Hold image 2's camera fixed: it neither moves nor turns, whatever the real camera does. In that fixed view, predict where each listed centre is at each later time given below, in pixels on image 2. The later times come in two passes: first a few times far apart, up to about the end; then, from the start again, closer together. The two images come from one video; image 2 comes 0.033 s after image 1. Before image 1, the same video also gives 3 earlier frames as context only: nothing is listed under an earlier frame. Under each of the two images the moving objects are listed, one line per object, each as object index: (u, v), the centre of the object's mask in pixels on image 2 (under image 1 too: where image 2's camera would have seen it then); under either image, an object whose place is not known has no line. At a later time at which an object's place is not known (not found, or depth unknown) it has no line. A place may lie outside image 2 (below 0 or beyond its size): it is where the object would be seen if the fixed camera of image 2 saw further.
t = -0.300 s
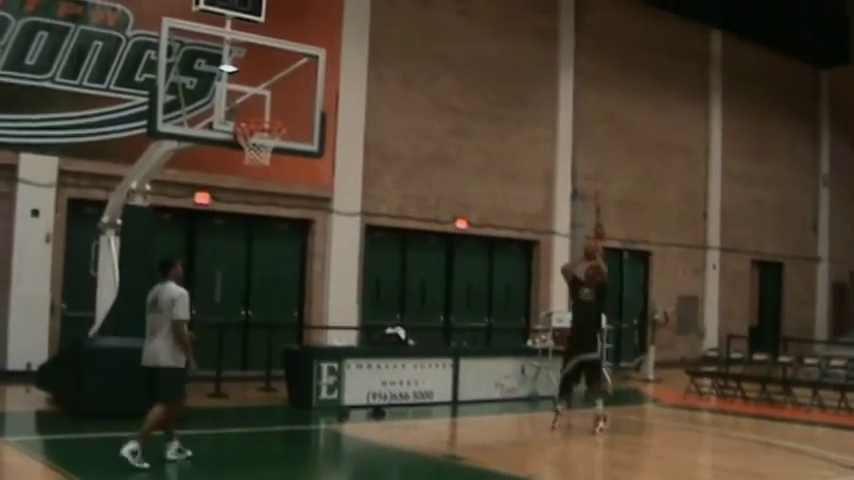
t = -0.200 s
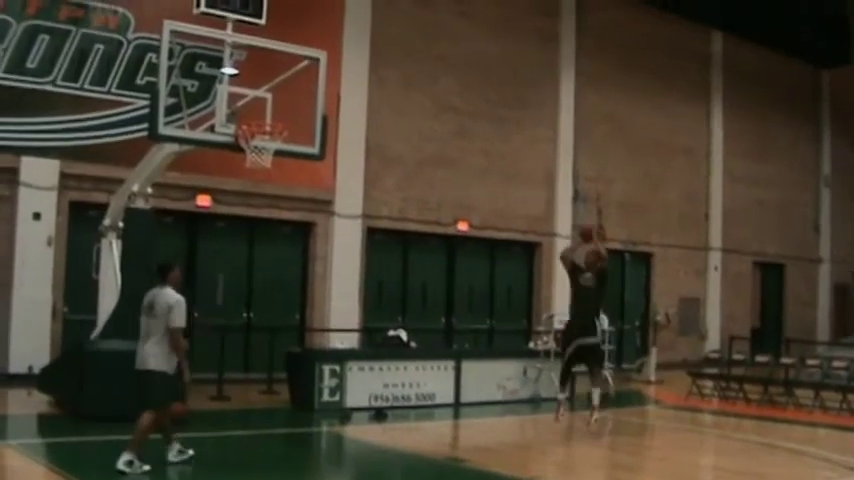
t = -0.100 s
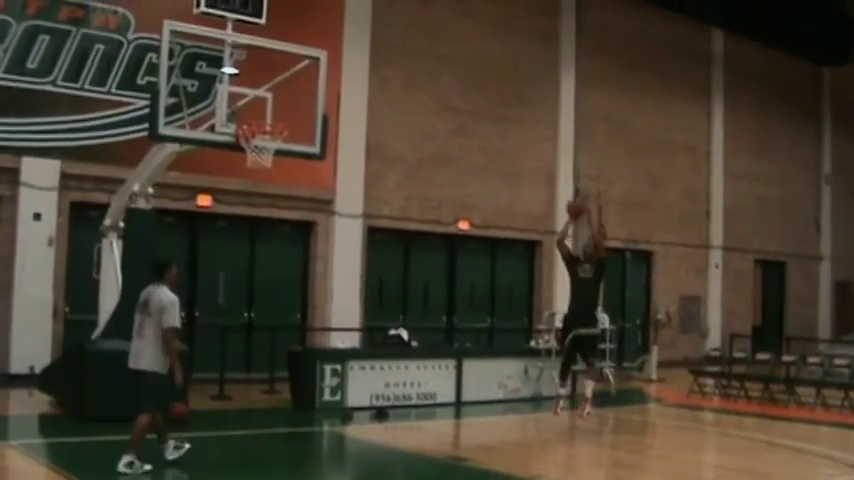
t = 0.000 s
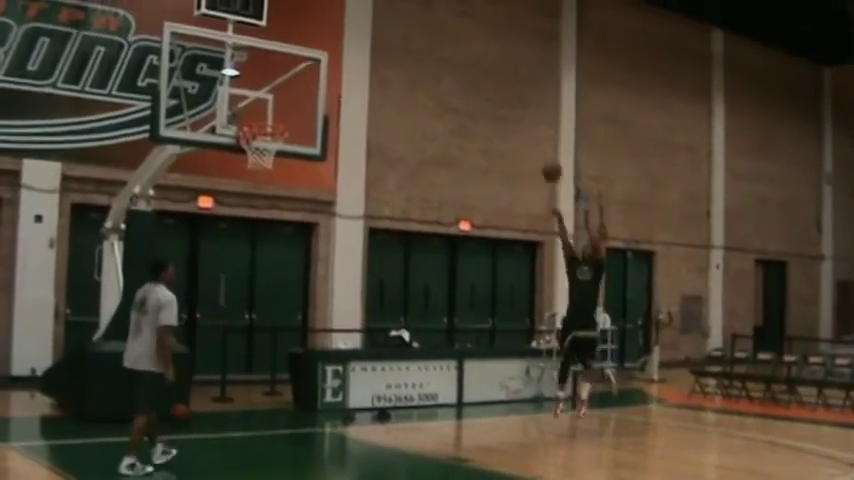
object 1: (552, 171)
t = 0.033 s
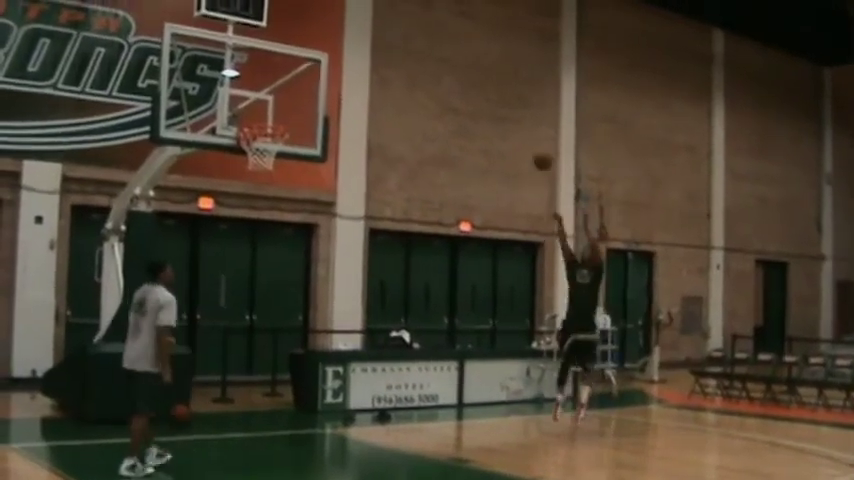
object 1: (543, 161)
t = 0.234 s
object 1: (481, 107)
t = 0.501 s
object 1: (390, 83)
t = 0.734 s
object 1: (298, 119)
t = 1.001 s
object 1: (314, 88)
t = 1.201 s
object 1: (345, 94)
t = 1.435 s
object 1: (380, 153)
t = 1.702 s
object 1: (419, 279)
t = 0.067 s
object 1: (532, 149)
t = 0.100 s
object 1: (522, 138)
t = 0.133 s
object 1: (513, 130)
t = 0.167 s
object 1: (502, 121)
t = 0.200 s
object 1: (492, 114)
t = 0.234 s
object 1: (481, 107)
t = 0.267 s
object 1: (471, 101)
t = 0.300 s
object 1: (460, 95)
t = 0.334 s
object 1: (449, 91)
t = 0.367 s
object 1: (437, 86)
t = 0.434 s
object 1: (415, 82)
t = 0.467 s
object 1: (403, 80)
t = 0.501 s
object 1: (390, 83)
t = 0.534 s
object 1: (379, 85)
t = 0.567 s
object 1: (366, 86)
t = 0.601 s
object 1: (353, 89)
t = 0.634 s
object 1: (340, 95)
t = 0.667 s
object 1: (328, 101)
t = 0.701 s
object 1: (313, 109)
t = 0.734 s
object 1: (298, 119)
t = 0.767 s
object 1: (289, 124)
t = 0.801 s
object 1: (290, 120)
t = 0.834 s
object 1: (293, 112)
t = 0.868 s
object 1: (297, 104)
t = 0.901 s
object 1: (301, 97)
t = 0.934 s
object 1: (304, 93)
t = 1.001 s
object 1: (314, 88)
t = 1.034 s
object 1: (319, 87)
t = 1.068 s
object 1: (324, 86)
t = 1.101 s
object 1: (330, 86)
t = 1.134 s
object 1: (335, 88)
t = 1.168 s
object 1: (340, 90)
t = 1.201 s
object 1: (345, 94)
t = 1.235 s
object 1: (349, 98)
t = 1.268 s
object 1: (355, 105)
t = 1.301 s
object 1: (360, 112)
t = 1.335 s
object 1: (365, 121)
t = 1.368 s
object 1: (370, 130)
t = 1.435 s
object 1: (380, 153)
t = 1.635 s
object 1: (410, 242)
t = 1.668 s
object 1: (415, 259)
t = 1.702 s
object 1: (419, 279)
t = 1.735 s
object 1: (424, 300)
